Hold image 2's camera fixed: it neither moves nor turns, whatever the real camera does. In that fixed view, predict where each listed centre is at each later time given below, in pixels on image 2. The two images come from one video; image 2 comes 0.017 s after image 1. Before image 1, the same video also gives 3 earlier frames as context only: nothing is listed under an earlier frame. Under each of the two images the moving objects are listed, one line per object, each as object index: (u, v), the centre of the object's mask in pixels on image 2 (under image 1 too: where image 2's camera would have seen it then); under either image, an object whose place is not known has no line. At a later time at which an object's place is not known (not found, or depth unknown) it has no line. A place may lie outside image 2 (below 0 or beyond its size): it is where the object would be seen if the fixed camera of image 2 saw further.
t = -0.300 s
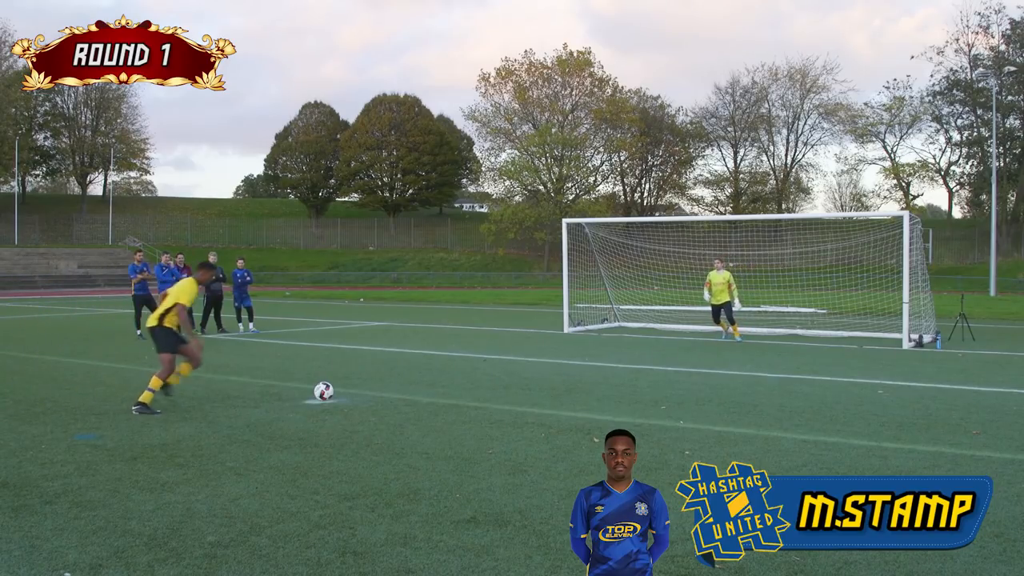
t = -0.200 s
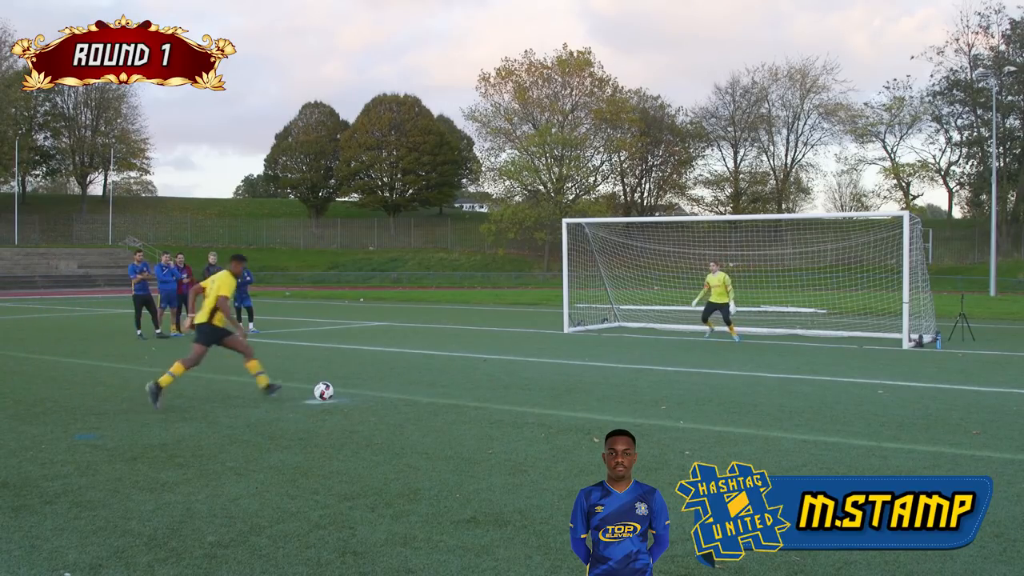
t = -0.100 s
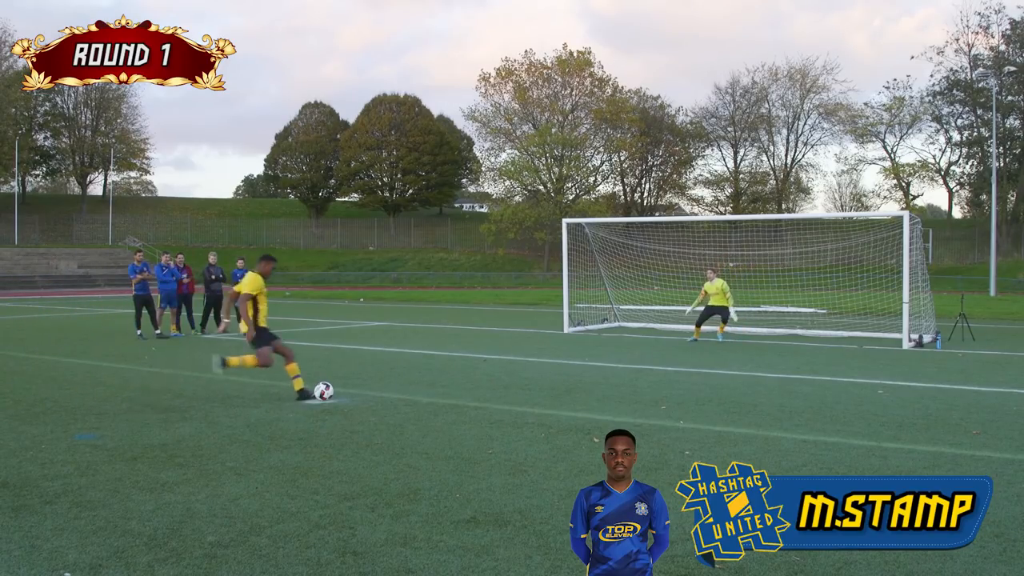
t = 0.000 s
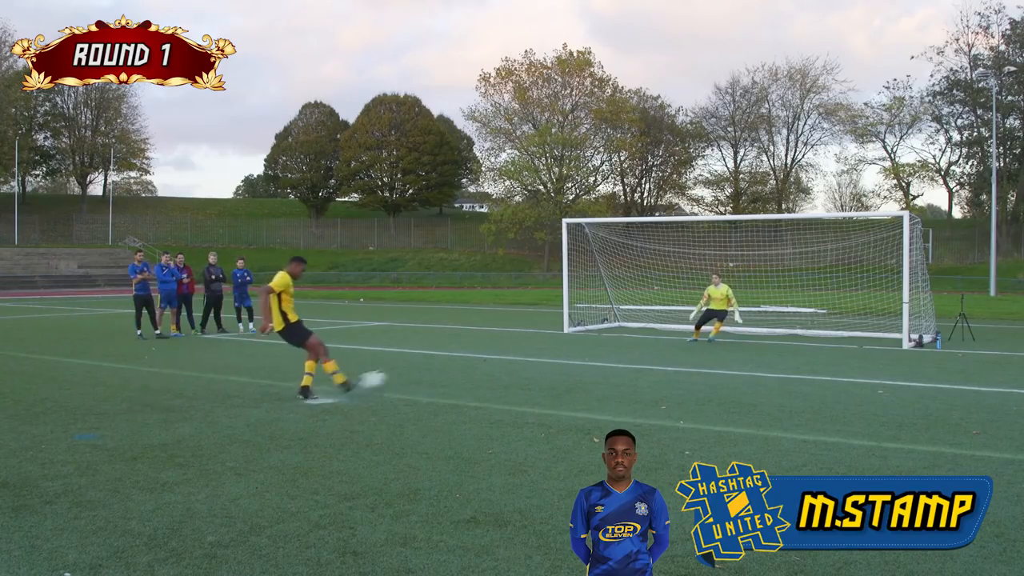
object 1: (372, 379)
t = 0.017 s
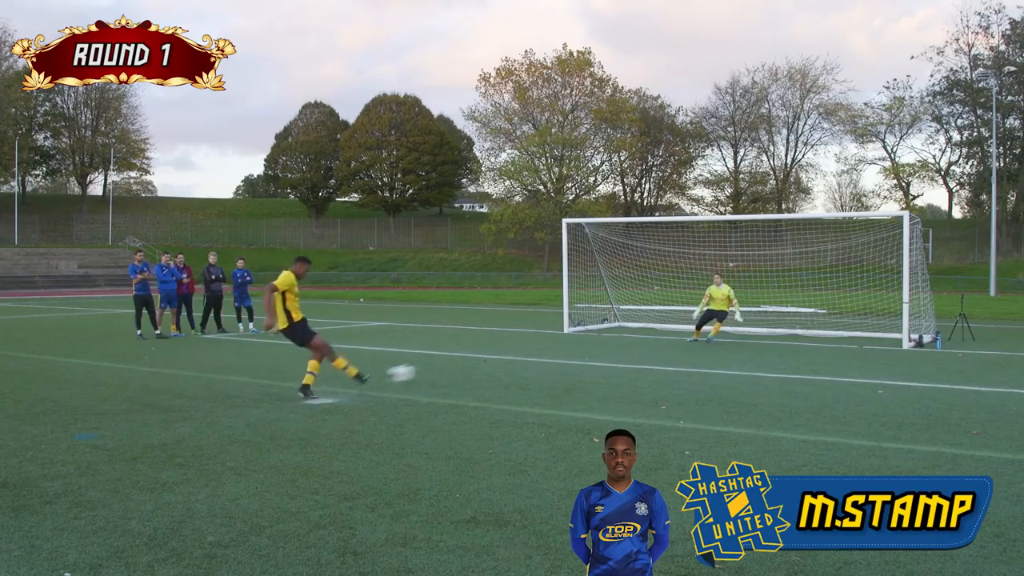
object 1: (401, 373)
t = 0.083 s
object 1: (502, 350)
